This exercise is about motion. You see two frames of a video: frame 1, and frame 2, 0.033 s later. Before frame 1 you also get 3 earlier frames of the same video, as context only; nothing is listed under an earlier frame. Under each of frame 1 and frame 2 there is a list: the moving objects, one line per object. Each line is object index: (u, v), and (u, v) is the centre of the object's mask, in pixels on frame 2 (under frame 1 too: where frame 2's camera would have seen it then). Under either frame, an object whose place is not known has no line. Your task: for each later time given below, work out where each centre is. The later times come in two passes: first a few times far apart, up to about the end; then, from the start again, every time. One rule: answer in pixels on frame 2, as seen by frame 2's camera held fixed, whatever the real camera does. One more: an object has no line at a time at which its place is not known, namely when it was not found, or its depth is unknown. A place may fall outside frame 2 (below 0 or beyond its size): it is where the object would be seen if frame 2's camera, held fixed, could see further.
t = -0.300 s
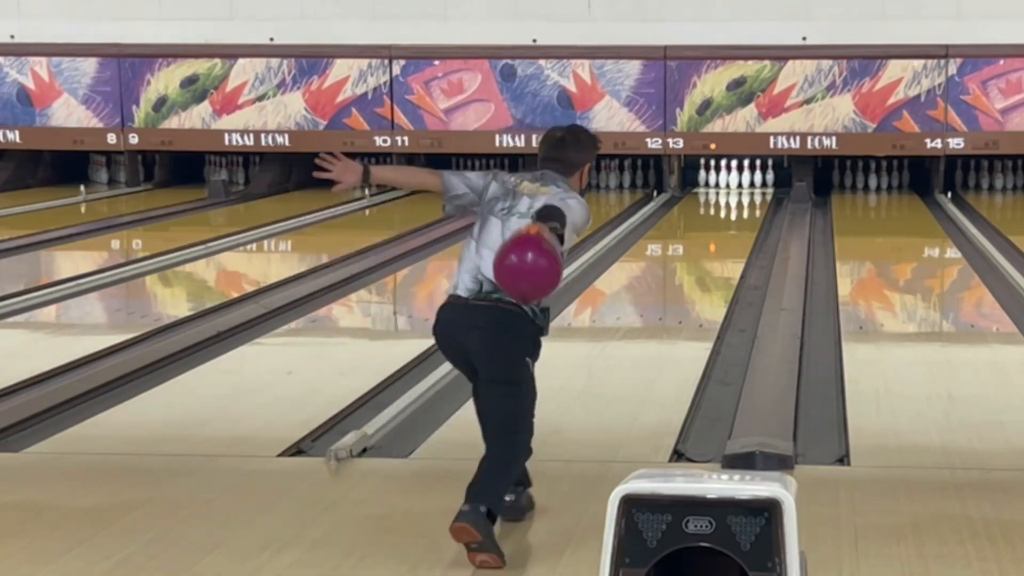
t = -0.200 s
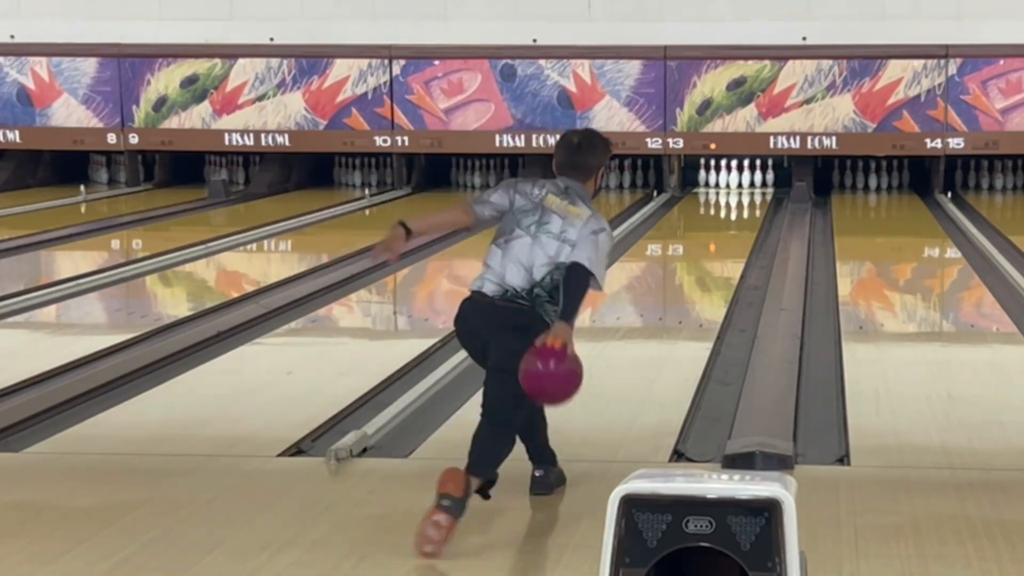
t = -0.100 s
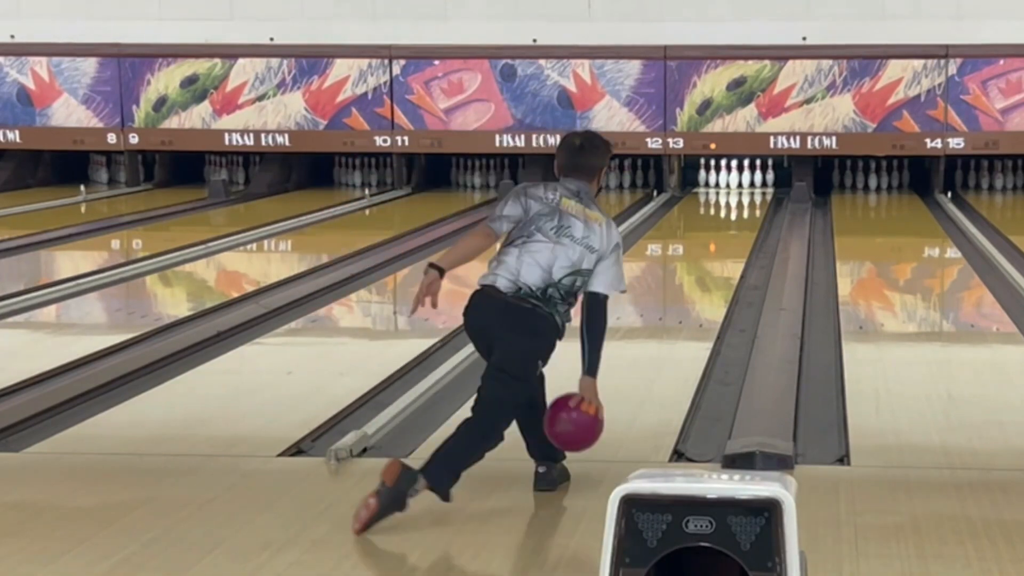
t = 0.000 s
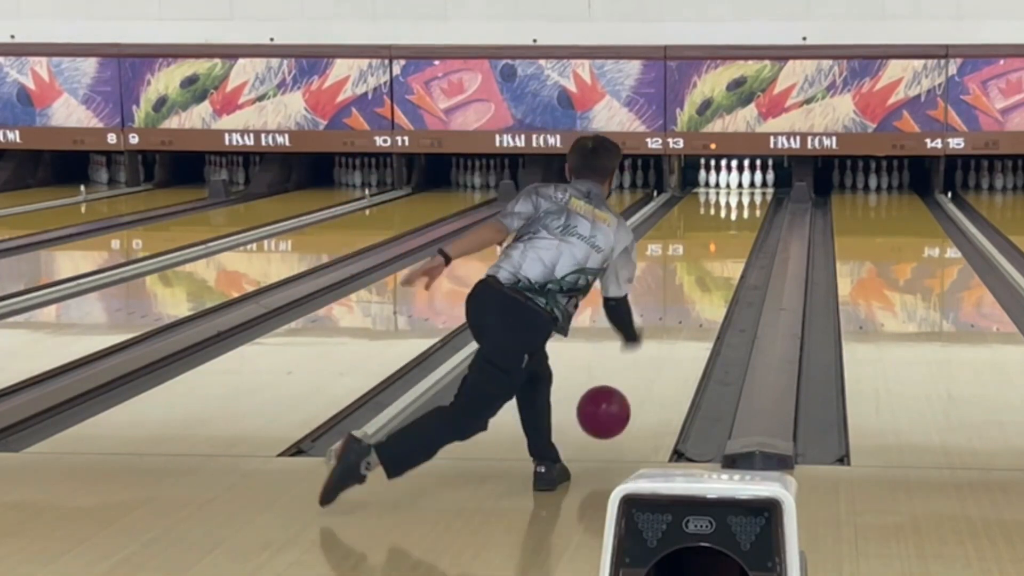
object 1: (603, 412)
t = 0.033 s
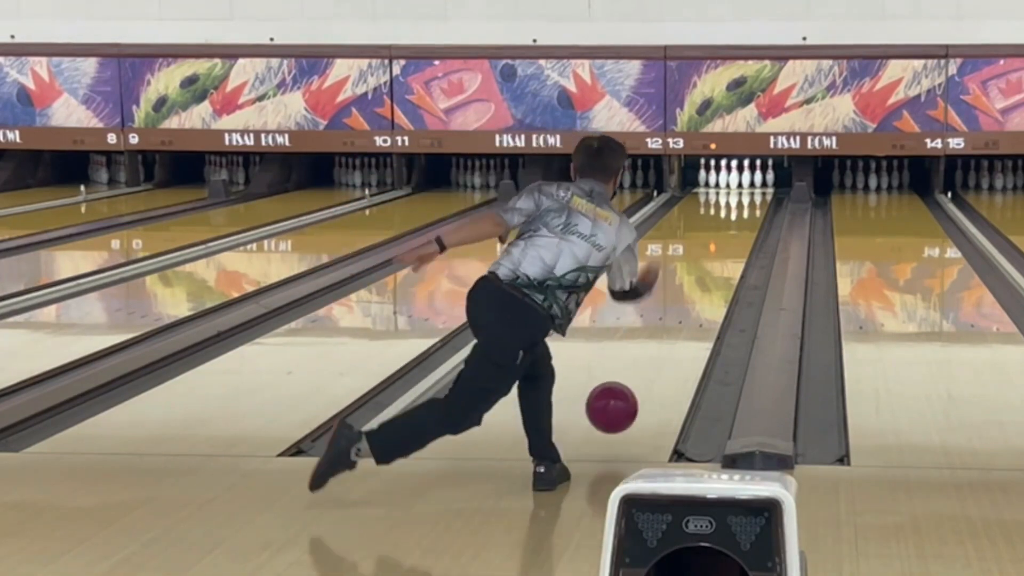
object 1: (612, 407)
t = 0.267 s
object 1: (659, 364)
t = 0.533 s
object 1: (695, 315)
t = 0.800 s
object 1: (719, 281)
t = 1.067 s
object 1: (734, 255)
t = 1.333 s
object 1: (744, 236)
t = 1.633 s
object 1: (748, 220)
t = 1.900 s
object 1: (748, 208)
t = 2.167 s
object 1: (747, 199)
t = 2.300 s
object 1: (744, 194)
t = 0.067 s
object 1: (620, 406)
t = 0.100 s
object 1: (627, 406)
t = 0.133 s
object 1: (634, 395)
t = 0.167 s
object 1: (641, 387)
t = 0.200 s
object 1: (647, 379)
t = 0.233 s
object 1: (653, 371)
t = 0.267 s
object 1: (659, 364)
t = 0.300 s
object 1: (664, 357)
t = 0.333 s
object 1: (669, 350)
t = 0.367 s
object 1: (674, 343)
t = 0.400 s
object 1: (679, 337)
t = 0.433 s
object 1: (683, 331)
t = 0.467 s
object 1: (687, 326)
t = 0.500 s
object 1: (691, 320)
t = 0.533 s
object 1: (695, 315)
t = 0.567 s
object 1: (698, 310)
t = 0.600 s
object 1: (702, 305)
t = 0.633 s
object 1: (705, 301)
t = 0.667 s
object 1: (708, 297)
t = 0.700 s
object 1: (711, 292)
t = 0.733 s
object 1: (713, 288)
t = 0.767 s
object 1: (716, 285)
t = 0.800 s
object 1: (719, 281)
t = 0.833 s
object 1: (721, 277)
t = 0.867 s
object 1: (723, 274)
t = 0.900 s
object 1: (726, 271)
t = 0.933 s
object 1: (727, 267)
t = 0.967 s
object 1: (729, 264)
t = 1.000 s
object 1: (731, 261)
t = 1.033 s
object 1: (733, 258)
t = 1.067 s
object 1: (734, 255)
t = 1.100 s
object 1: (736, 253)
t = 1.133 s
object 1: (737, 250)
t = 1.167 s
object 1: (739, 247)
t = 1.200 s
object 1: (740, 245)
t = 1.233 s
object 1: (741, 243)
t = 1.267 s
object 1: (742, 240)
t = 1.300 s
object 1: (743, 238)
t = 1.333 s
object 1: (744, 236)
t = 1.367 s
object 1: (744, 235)
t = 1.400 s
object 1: (745, 233)
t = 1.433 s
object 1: (745, 231)
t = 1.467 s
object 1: (746, 229)
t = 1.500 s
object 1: (746, 227)
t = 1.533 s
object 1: (746, 225)
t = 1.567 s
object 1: (747, 224)
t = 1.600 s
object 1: (747, 222)
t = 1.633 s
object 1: (748, 220)
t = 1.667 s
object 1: (748, 219)
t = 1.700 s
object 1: (748, 217)
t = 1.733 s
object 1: (748, 215)
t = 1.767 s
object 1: (748, 214)
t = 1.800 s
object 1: (748, 212)
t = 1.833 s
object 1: (749, 211)
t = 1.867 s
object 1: (748, 209)
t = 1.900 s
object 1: (748, 208)
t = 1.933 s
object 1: (748, 206)
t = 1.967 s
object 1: (748, 205)
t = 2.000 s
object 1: (749, 204)
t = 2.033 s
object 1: (748, 203)
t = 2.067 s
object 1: (748, 202)
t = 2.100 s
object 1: (748, 201)
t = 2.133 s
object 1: (748, 199)
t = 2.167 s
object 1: (747, 199)
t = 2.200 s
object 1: (746, 197)
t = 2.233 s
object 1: (746, 196)
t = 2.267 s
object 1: (745, 195)
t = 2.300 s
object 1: (744, 194)
